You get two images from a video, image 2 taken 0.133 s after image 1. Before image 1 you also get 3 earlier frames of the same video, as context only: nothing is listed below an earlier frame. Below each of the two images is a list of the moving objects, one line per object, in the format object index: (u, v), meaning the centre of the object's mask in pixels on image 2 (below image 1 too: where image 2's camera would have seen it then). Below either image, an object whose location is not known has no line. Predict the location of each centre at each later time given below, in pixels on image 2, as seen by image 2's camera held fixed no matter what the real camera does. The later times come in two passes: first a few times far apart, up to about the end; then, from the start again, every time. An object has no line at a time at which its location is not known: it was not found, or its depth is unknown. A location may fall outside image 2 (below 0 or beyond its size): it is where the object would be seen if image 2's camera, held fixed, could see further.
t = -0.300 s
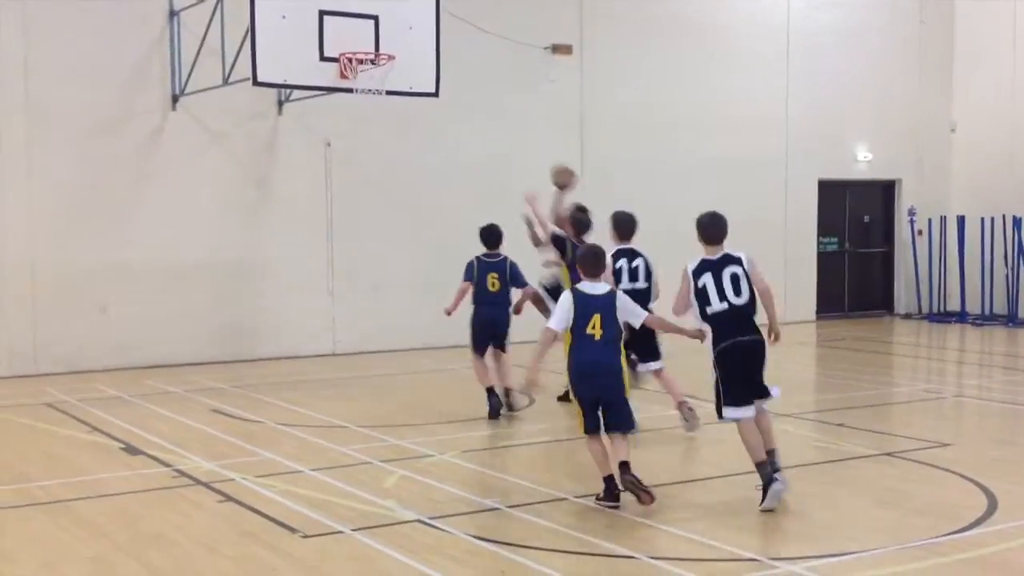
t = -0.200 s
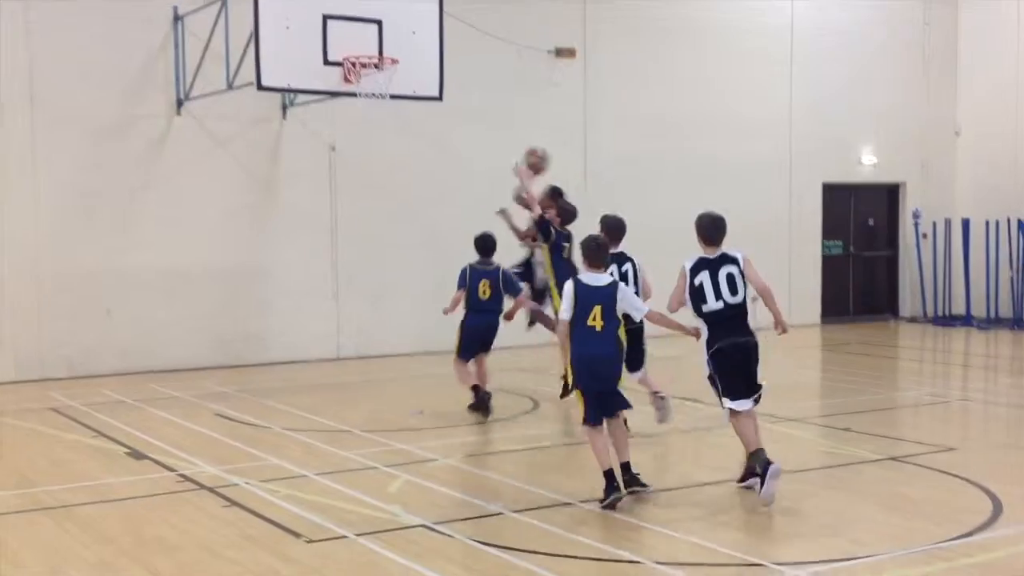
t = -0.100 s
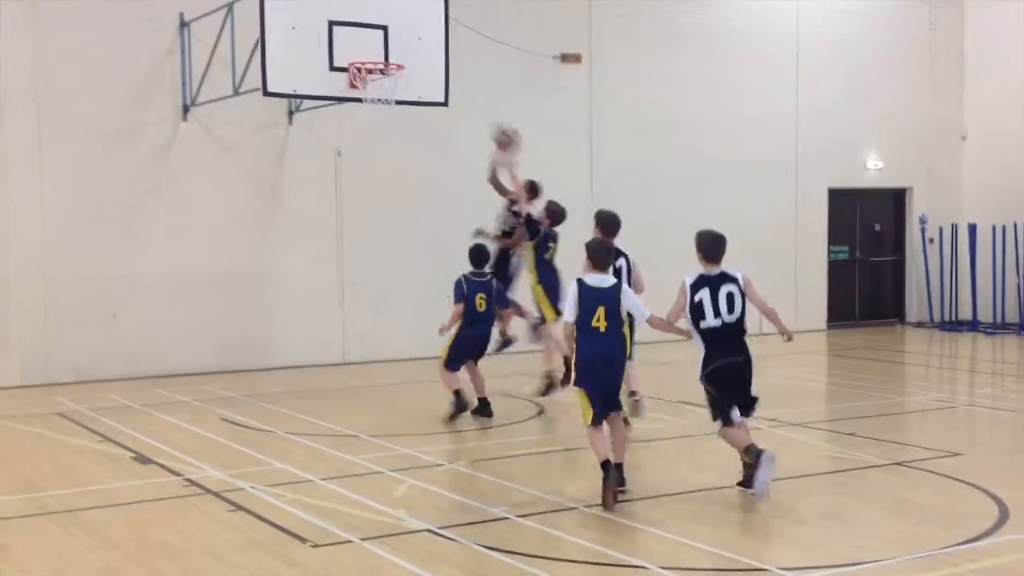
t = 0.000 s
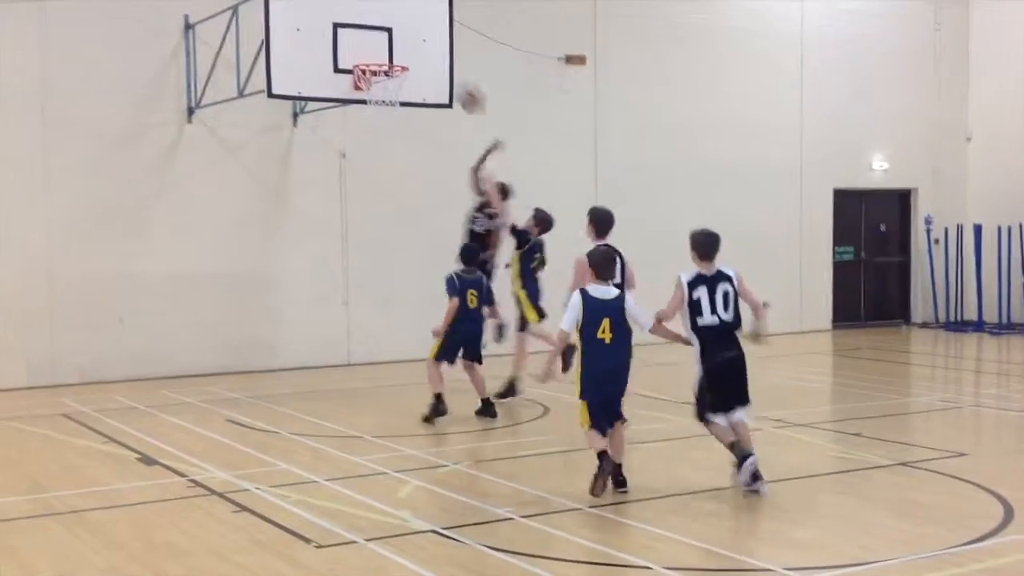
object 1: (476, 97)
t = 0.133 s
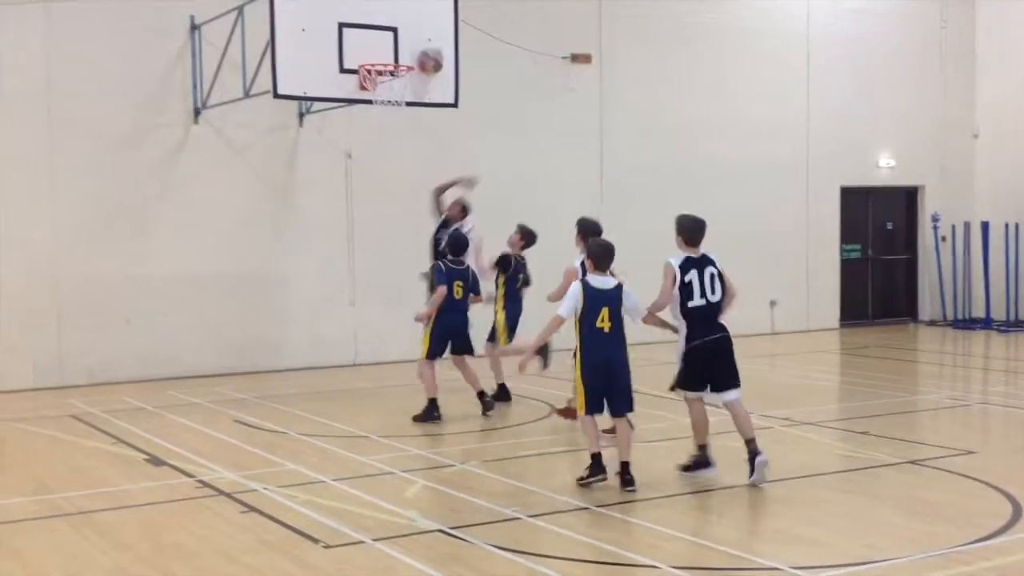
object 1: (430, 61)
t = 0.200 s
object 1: (421, 54)
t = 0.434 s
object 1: (391, 64)
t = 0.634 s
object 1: (368, 97)
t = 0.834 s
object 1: (379, 126)
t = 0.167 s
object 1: (426, 57)
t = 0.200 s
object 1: (421, 54)
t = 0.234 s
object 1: (417, 52)
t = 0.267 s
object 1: (413, 52)
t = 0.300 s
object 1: (410, 52)
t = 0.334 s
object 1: (406, 54)
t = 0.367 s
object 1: (402, 57)
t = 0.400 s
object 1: (396, 61)
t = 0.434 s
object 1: (391, 64)
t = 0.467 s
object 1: (384, 69)
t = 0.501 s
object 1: (379, 77)
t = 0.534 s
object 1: (373, 82)
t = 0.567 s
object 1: (370, 90)
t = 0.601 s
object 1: (368, 92)
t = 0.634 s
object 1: (368, 97)
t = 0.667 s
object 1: (368, 96)
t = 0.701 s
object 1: (370, 101)
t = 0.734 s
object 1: (372, 105)
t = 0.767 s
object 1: (374, 109)
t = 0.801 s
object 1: (376, 119)
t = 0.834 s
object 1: (379, 126)
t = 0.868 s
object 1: (381, 135)
